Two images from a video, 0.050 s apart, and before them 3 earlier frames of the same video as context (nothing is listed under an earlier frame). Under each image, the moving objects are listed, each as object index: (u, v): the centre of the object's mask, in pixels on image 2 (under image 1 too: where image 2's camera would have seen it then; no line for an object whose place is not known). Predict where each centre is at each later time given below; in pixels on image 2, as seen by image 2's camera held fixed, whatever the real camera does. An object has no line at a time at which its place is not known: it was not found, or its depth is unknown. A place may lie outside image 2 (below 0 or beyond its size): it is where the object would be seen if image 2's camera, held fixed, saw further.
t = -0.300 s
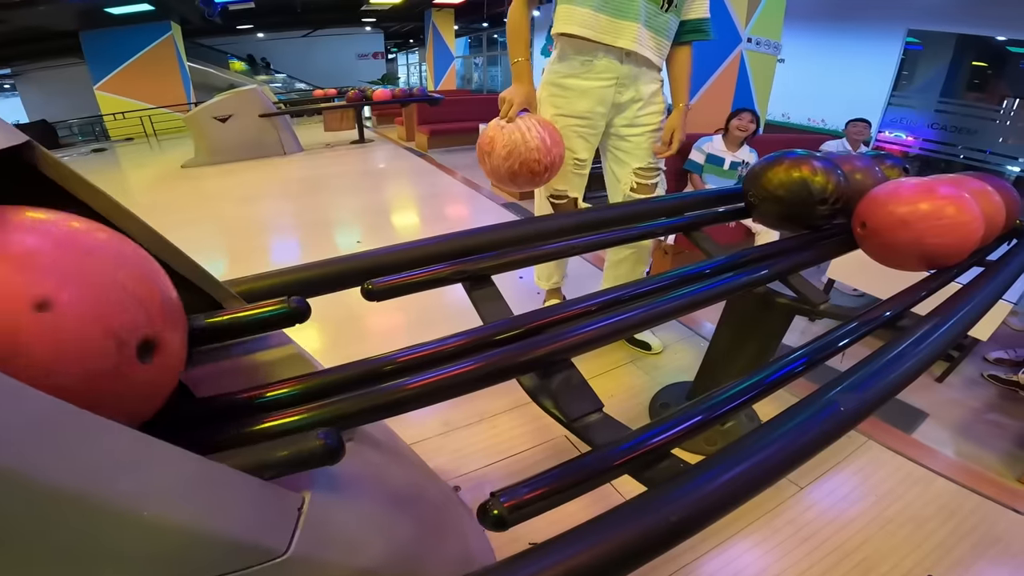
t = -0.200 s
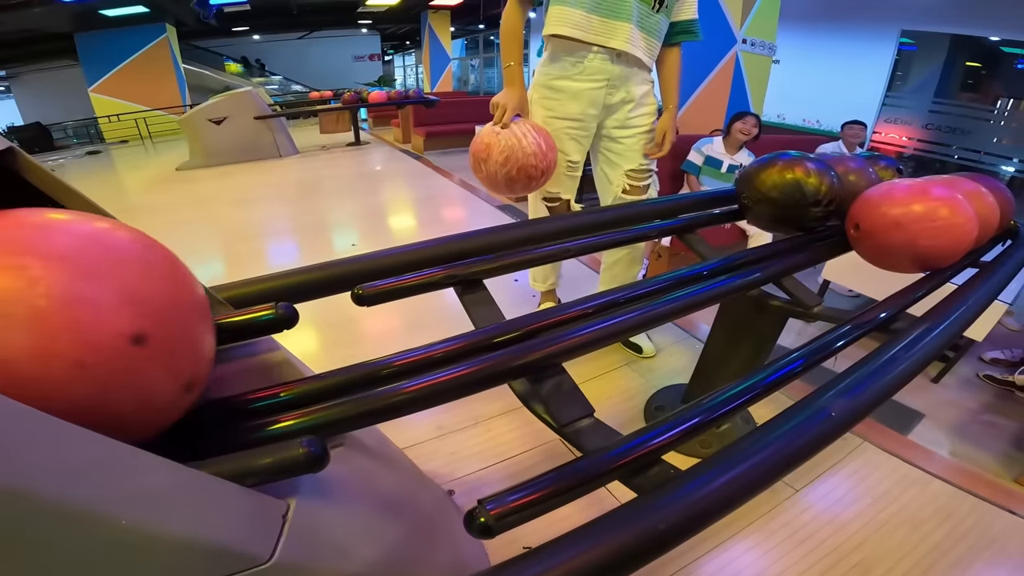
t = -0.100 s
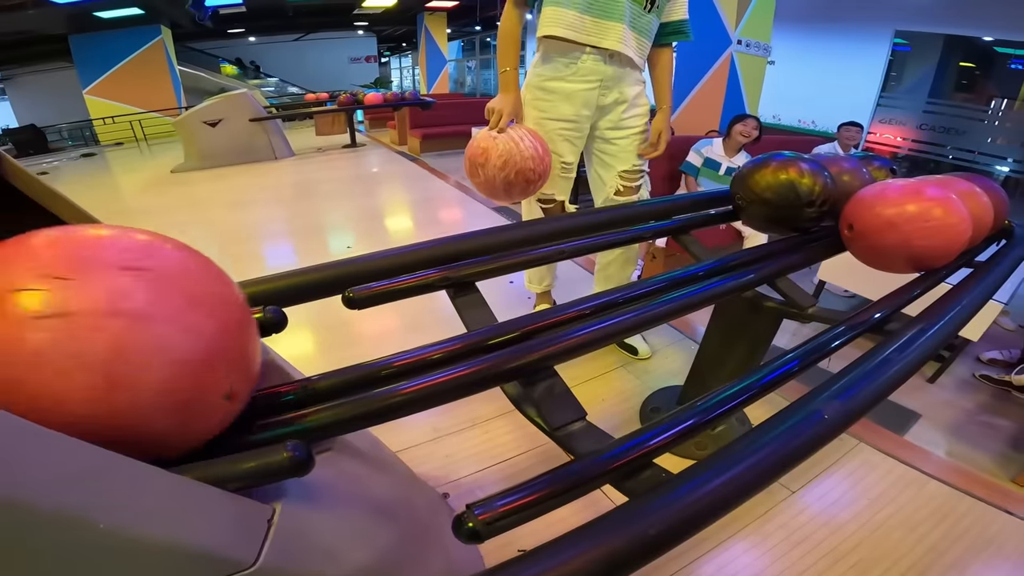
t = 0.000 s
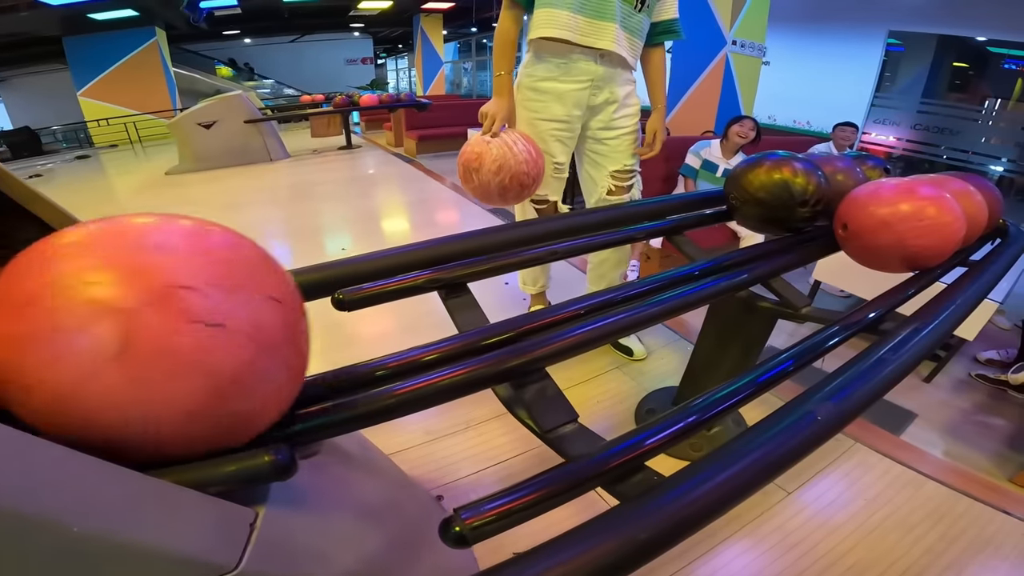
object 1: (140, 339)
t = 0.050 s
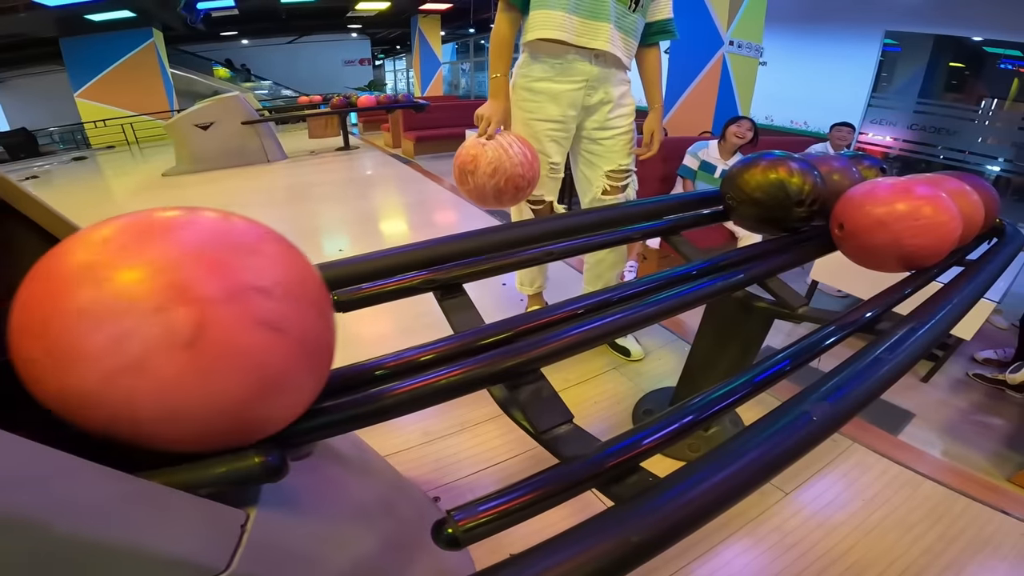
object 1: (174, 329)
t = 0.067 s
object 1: (187, 327)
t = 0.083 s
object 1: (201, 324)
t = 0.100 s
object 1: (214, 321)
